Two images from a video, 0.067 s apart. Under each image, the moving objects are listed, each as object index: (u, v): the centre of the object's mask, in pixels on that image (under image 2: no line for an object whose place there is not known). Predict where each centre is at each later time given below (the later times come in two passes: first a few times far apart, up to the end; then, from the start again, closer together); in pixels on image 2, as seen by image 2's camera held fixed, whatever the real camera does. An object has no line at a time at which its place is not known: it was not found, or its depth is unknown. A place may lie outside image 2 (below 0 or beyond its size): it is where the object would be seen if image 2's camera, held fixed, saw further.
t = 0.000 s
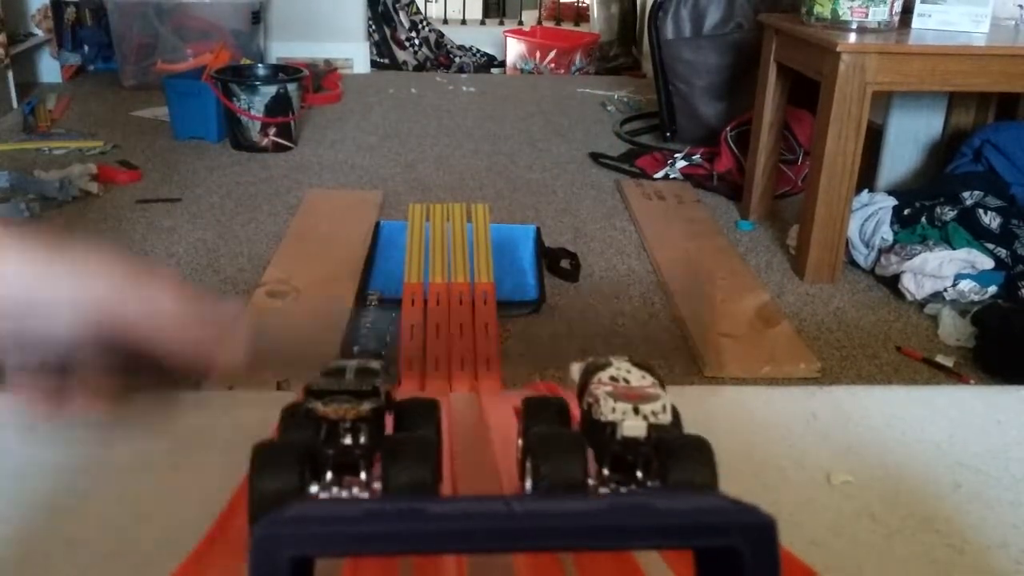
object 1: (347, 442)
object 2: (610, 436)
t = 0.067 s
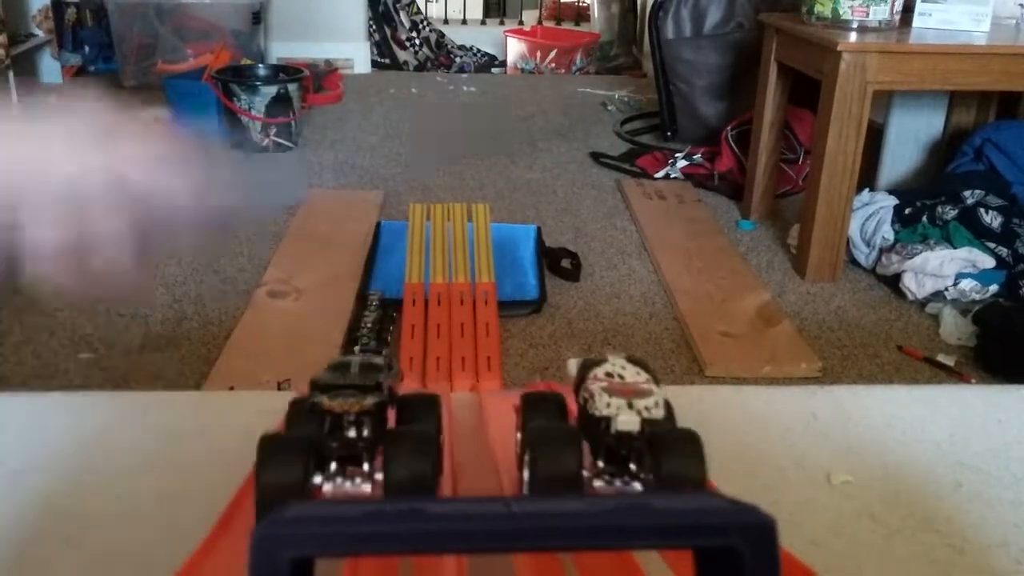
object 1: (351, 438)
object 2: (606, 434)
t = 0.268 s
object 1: (364, 386)
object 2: (578, 387)
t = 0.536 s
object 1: (389, 360)
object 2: (537, 360)
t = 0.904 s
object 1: (416, 374)
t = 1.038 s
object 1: (434, 295)
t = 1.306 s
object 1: (418, 187)
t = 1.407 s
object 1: (414, 189)
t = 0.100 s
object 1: (353, 434)
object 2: (602, 430)
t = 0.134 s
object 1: (354, 429)
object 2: (598, 426)
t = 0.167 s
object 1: (357, 419)
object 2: (593, 418)
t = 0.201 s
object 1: (359, 408)
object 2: (589, 407)
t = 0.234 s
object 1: (362, 397)
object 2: (584, 397)
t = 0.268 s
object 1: (364, 386)
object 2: (578, 387)
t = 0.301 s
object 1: (367, 376)
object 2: (573, 377)
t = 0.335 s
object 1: (369, 366)
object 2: (568, 366)
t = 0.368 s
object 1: (372, 358)
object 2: (563, 357)
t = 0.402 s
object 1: (375, 352)
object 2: (558, 352)
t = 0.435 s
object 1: (379, 350)
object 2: (553, 351)
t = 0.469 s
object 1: (382, 351)
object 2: (548, 351)
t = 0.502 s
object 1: (383, 350)
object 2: (542, 354)
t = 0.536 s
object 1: (389, 360)
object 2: (537, 360)
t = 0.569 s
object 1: (393, 367)
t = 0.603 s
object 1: (400, 374)
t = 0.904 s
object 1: (416, 374)
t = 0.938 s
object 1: (419, 361)
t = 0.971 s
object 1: (421, 338)
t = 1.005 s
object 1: (427, 316)
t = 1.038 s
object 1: (434, 295)
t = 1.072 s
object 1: (431, 277)
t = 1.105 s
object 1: (421, 258)
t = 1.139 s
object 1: (426, 241)
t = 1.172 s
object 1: (423, 227)
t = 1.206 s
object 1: (421, 215)
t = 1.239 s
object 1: (420, 202)
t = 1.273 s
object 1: (419, 193)
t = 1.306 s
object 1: (418, 187)
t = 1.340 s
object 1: (417, 184)
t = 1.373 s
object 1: (416, 185)
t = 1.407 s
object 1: (414, 189)
